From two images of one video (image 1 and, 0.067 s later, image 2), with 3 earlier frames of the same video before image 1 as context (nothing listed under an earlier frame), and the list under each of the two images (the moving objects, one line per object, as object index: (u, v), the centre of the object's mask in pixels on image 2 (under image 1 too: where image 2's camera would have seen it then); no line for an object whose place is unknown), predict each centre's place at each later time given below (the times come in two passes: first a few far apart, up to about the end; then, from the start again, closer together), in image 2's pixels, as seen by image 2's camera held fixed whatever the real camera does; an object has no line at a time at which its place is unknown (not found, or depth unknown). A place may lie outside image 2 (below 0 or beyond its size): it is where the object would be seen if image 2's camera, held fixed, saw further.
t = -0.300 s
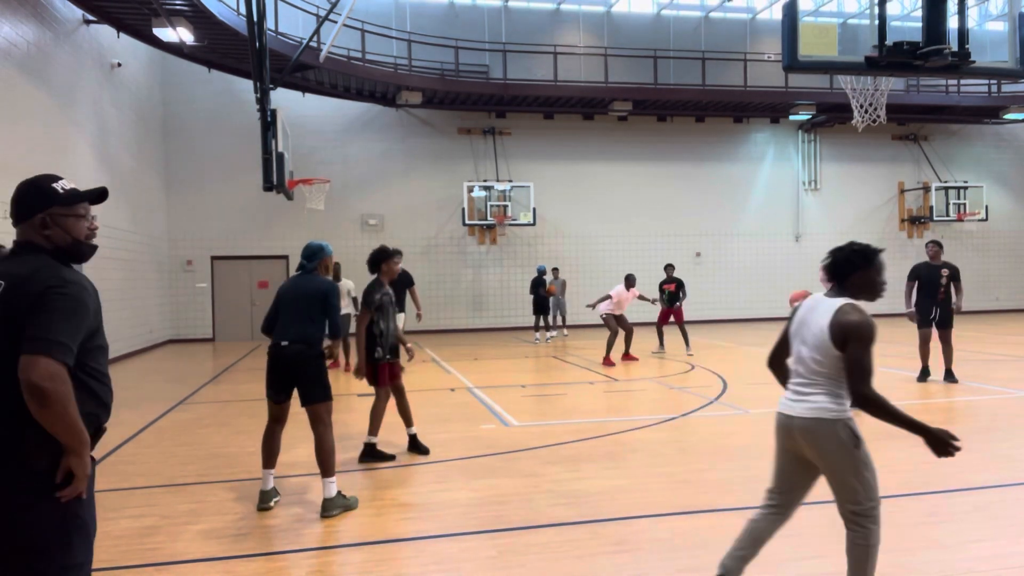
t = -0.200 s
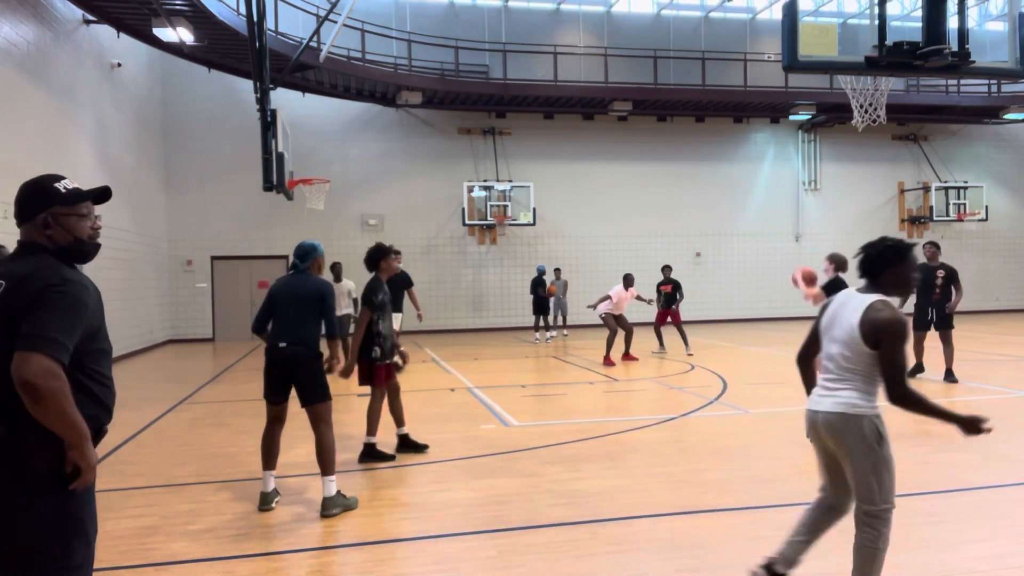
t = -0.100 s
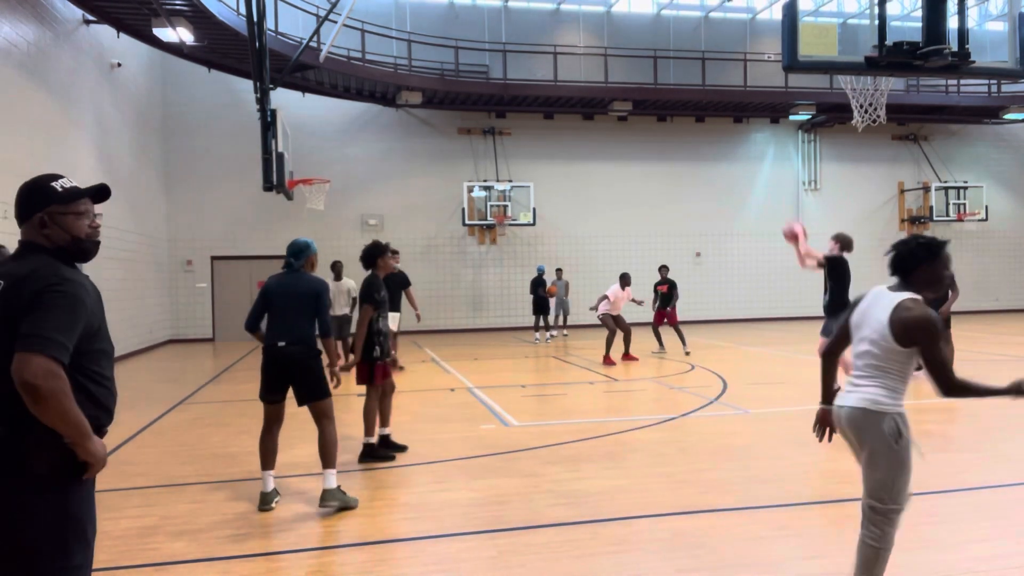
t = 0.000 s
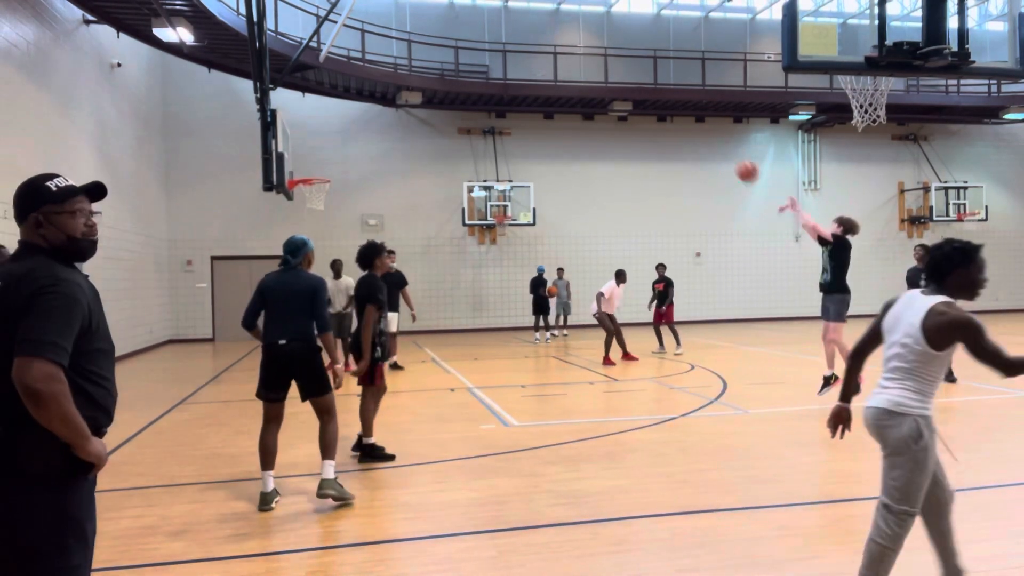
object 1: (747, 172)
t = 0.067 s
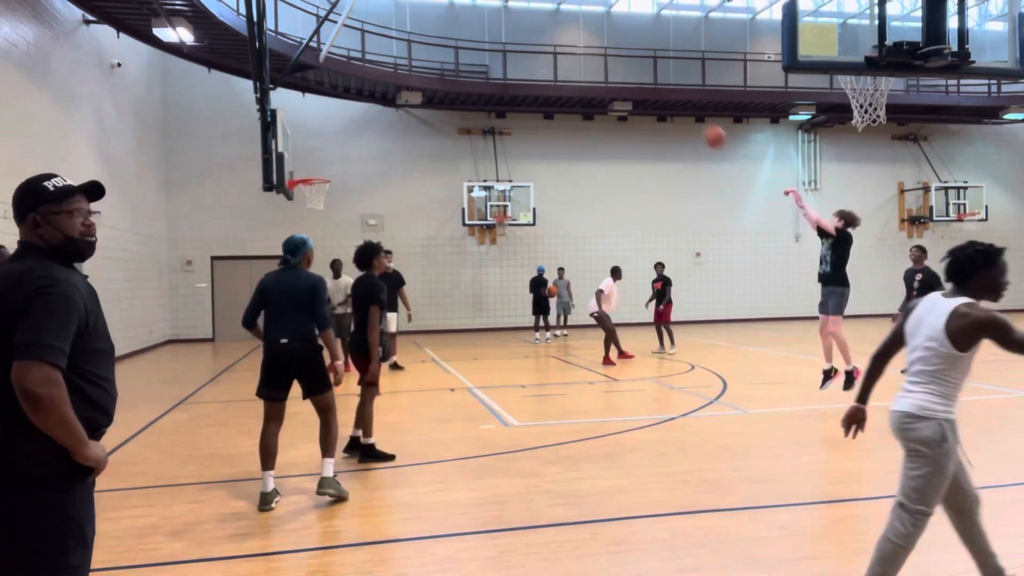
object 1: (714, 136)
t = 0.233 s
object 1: (639, 72)
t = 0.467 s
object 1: (547, 27)
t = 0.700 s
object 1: (467, 24)
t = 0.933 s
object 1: (397, 59)
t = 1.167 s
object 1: (335, 125)
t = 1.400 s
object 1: (311, 142)
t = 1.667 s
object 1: (340, 72)
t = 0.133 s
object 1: (683, 107)
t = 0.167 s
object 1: (669, 95)
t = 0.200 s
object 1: (655, 83)
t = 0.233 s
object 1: (639, 72)
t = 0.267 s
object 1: (625, 62)
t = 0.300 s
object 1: (612, 54)
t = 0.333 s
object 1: (598, 47)
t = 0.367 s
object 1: (585, 41)
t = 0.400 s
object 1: (571, 35)
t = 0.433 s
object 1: (559, 30)
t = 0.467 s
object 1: (547, 27)
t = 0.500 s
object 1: (534, 24)
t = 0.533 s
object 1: (522, 22)
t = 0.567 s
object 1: (511, 21)
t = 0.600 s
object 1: (499, 21)
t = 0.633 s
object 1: (488, 21)
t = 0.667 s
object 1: (477, 22)
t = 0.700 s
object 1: (467, 24)
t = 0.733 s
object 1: (456, 27)
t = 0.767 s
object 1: (445, 31)
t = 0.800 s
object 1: (435, 34)
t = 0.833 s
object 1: (426, 40)
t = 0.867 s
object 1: (416, 46)
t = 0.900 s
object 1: (406, 51)
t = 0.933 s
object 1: (397, 59)
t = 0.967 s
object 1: (387, 67)
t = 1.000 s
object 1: (378, 74)
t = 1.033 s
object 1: (368, 84)
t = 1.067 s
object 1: (360, 93)
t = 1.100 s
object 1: (353, 102)
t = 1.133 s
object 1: (343, 113)
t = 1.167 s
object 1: (335, 125)
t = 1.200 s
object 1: (327, 136)
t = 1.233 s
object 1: (318, 149)
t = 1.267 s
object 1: (311, 161)
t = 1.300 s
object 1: (303, 174)
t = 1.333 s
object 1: (304, 166)
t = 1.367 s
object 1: (308, 154)
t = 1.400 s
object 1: (311, 142)
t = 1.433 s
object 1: (314, 131)
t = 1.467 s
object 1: (318, 121)
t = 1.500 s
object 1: (322, 111)
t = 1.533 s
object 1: (325, 102)
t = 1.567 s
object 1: (329, 93)
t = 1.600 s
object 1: (333, 85)
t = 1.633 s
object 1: (336, 78)
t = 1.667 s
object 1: (340, 72)
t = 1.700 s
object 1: (344, 67)
